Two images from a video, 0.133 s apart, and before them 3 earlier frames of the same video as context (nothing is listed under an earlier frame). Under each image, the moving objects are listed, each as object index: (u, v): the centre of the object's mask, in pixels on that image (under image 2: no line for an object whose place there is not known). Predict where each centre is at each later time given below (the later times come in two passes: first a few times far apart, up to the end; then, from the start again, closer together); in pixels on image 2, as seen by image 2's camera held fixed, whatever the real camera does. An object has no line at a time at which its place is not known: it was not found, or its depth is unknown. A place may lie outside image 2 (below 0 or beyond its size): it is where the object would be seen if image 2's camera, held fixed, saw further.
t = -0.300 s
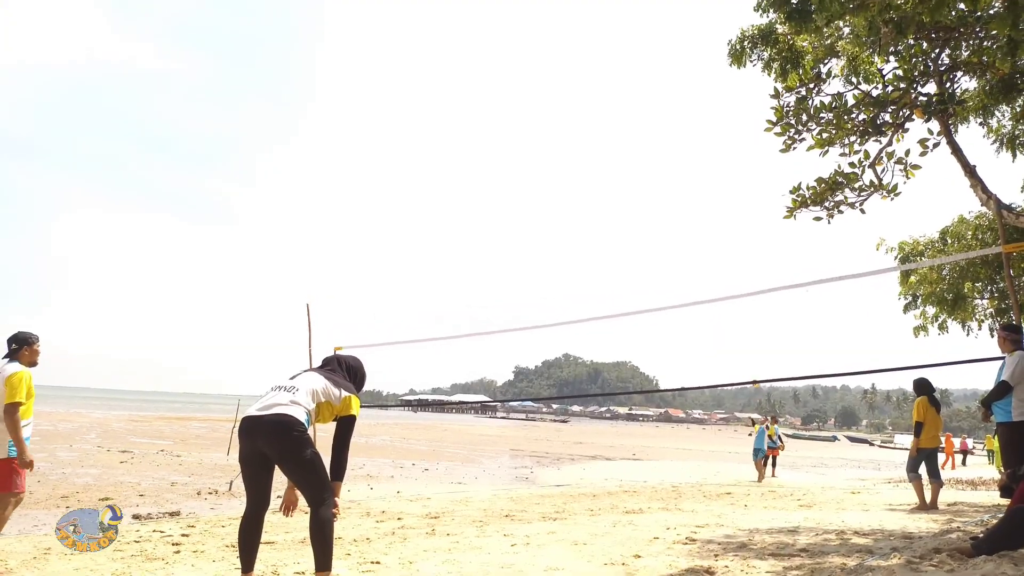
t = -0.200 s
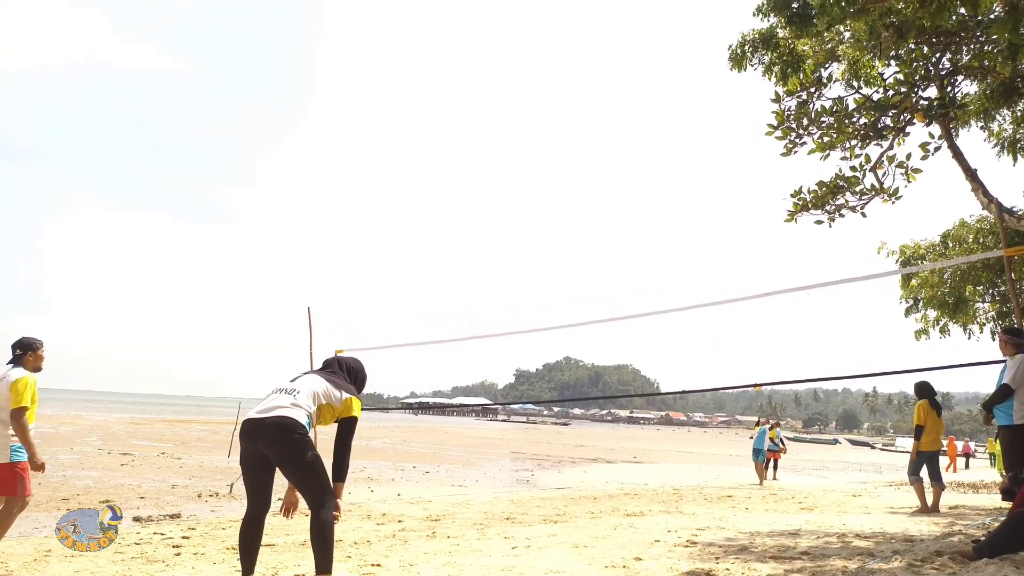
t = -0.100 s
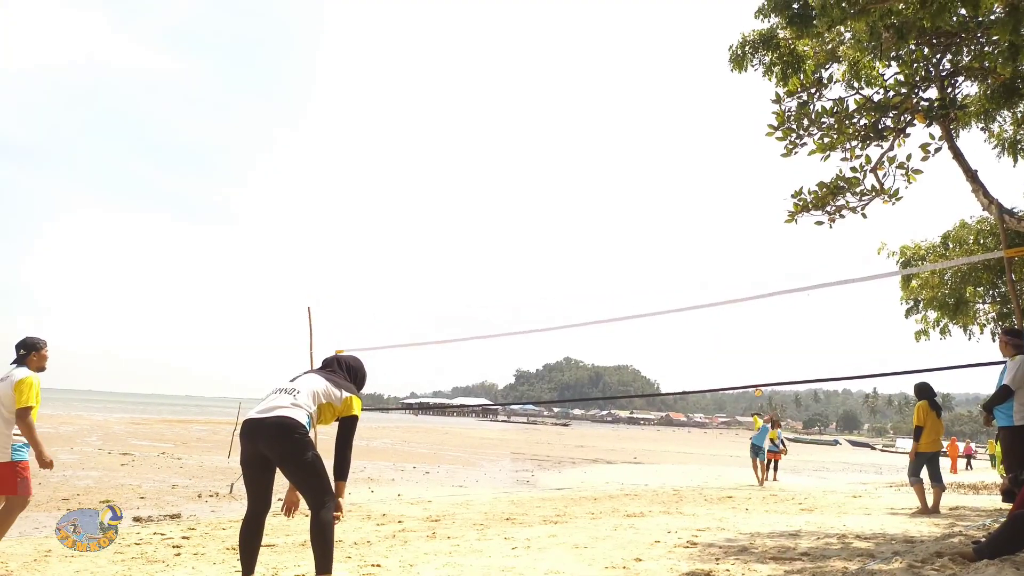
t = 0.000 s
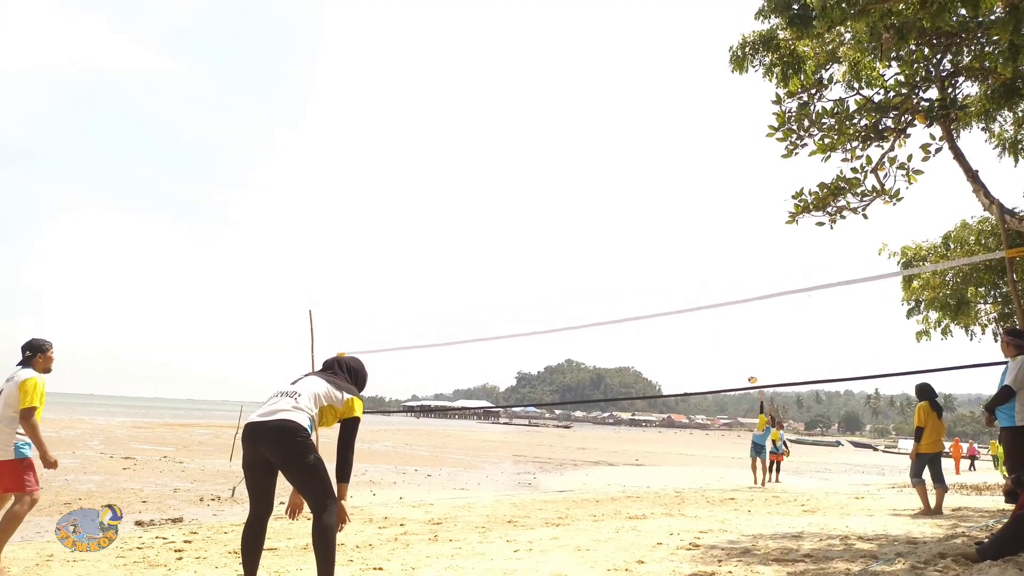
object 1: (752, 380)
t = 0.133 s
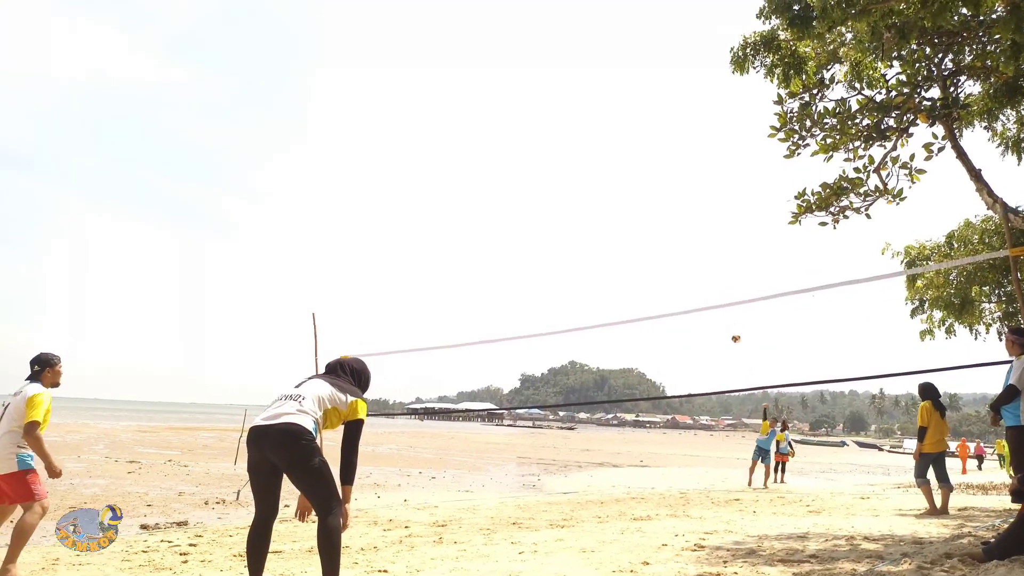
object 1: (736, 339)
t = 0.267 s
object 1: (713, 297)
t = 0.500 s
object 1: (669, 225)
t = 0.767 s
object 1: (603, 155)
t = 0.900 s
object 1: (557, 131)
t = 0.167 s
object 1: (730, 329)
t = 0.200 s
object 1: (724, 318)
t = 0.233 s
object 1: (720, 309)
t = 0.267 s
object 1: (713, 297)
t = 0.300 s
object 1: (708, 287)
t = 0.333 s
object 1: (702, 277)
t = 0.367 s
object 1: (696, 267)
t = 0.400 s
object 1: (689, 255)
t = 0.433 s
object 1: (683, 245)
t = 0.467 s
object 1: (676, 235)
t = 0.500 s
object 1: (669, 225)
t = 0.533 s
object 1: (662, 215)
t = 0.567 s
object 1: (655, 206)
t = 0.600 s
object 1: (646, 196)
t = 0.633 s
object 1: (638, 187)
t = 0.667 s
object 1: (630, 178)
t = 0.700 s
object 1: (621, 169)
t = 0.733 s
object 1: (613, 162)
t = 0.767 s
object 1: (603, 155)
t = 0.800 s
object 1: (592, 148)
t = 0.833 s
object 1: (581, 141)
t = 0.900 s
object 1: (557, 131)
